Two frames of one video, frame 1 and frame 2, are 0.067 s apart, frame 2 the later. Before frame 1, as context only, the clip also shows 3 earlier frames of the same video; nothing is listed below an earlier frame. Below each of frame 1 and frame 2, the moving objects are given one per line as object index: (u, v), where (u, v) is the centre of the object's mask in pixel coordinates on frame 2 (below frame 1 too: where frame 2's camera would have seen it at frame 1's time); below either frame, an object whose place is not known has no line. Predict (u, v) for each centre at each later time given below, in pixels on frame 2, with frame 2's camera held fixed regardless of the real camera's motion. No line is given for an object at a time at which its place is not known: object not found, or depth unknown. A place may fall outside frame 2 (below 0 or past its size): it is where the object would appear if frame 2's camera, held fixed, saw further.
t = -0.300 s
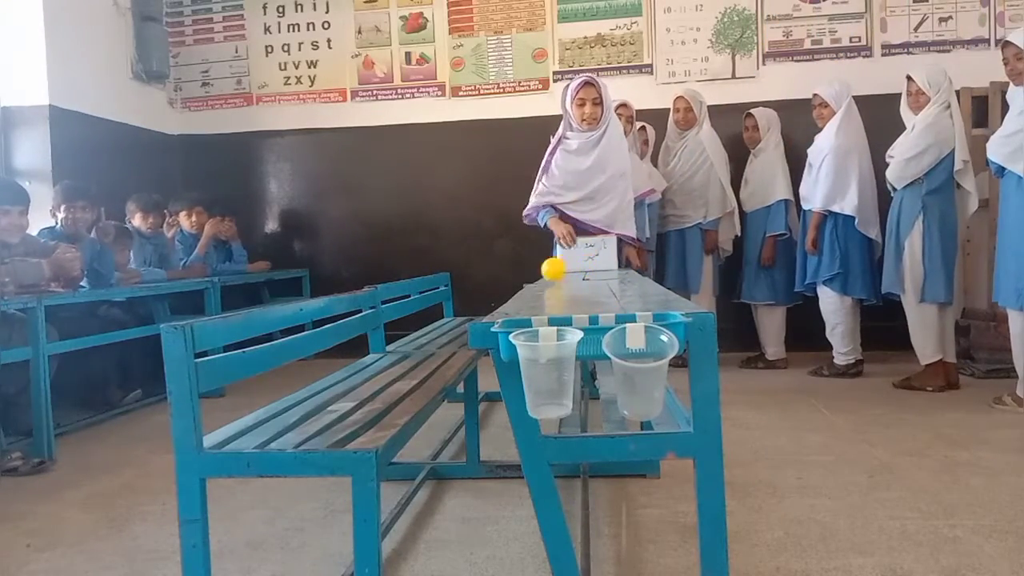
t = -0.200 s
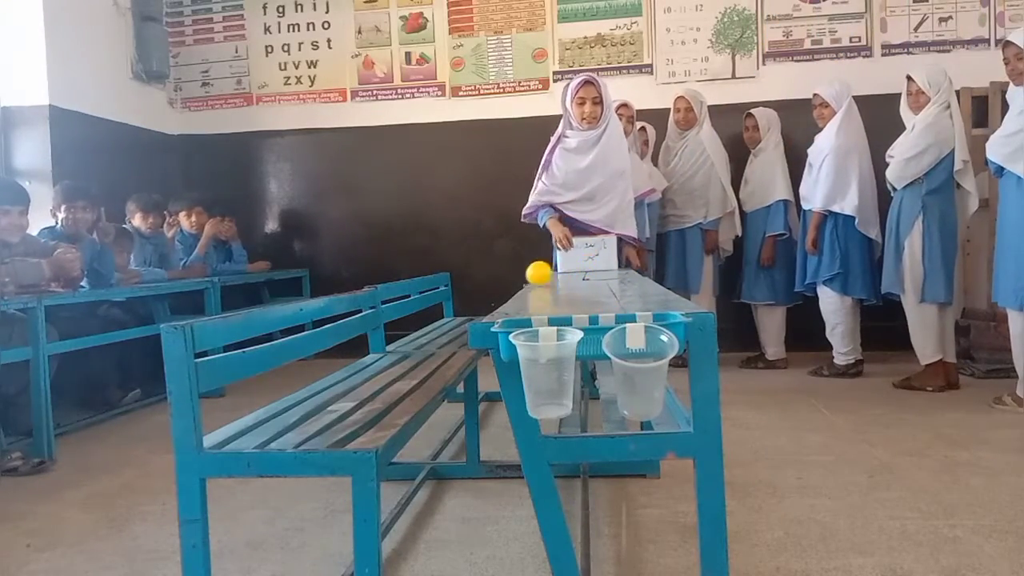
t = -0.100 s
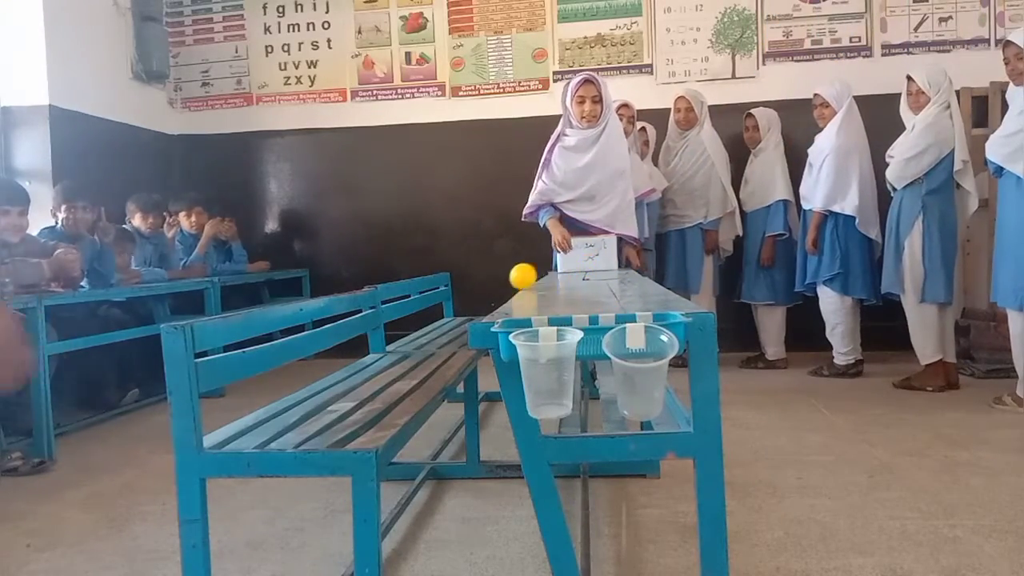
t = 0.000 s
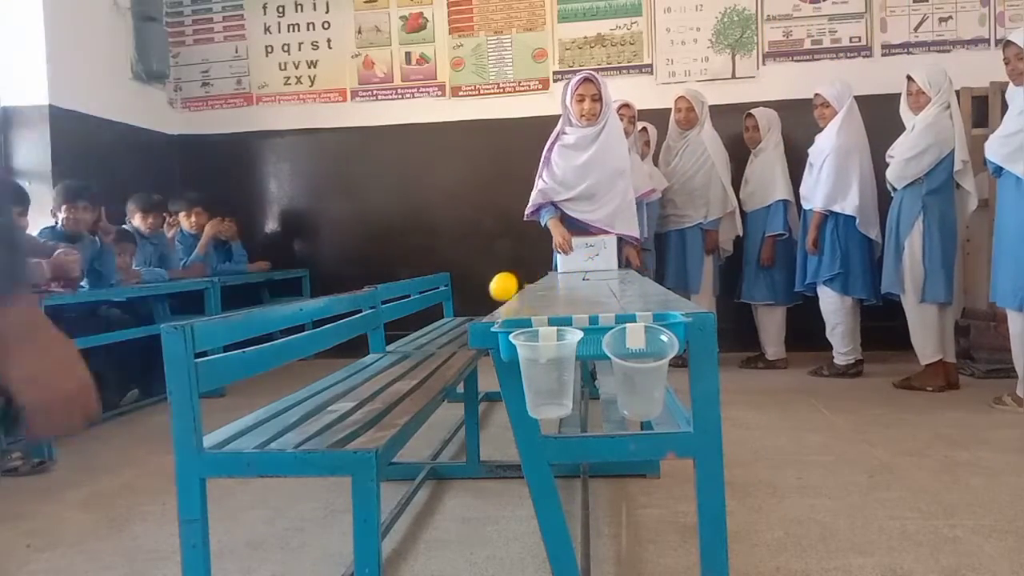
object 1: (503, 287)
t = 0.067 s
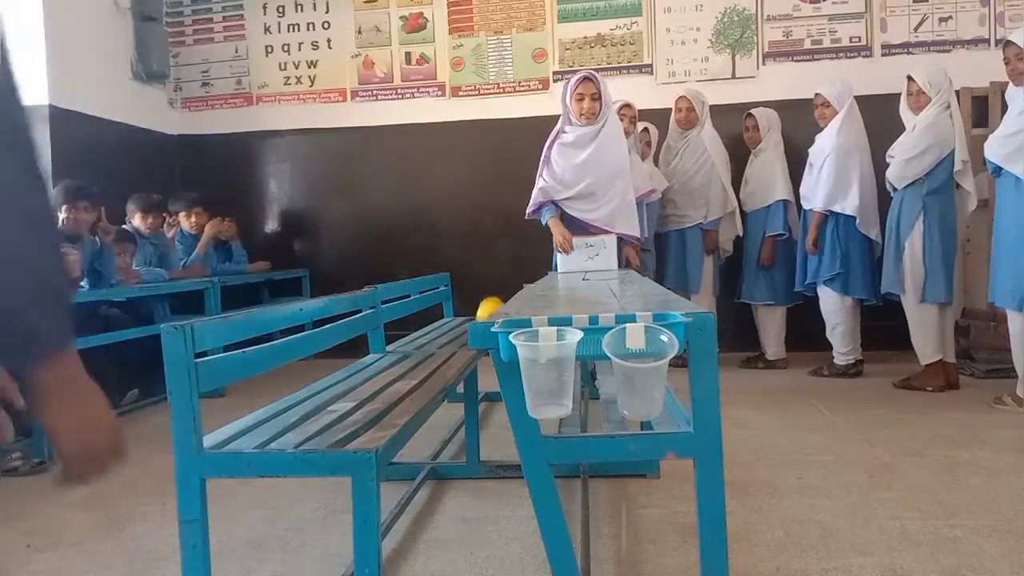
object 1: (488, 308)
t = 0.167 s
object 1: (472, 387)
